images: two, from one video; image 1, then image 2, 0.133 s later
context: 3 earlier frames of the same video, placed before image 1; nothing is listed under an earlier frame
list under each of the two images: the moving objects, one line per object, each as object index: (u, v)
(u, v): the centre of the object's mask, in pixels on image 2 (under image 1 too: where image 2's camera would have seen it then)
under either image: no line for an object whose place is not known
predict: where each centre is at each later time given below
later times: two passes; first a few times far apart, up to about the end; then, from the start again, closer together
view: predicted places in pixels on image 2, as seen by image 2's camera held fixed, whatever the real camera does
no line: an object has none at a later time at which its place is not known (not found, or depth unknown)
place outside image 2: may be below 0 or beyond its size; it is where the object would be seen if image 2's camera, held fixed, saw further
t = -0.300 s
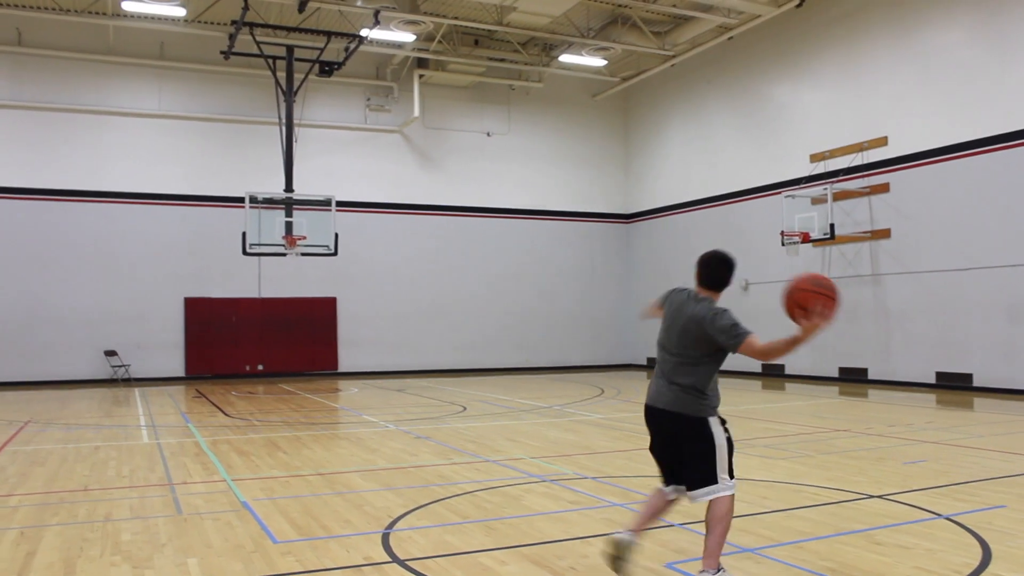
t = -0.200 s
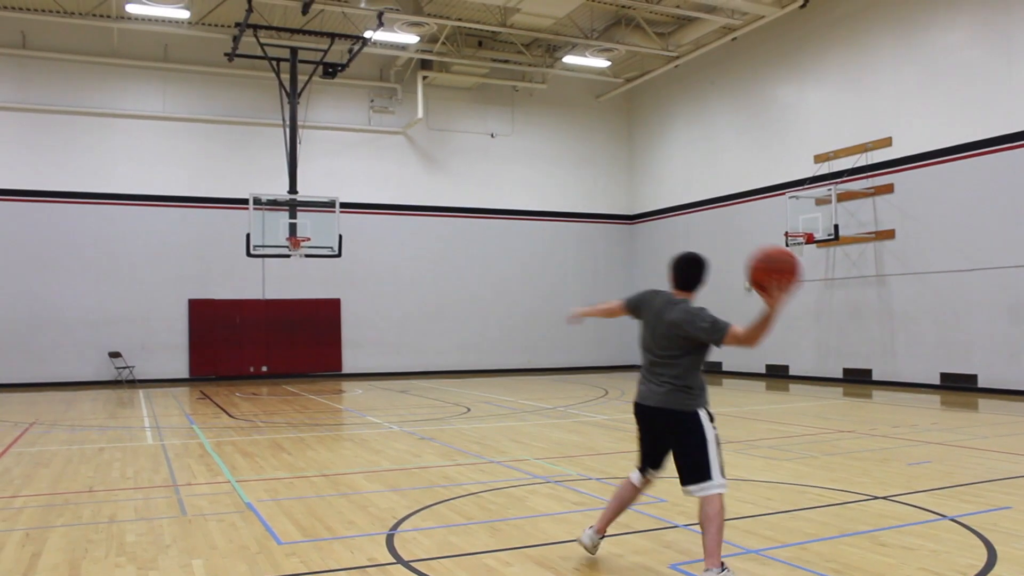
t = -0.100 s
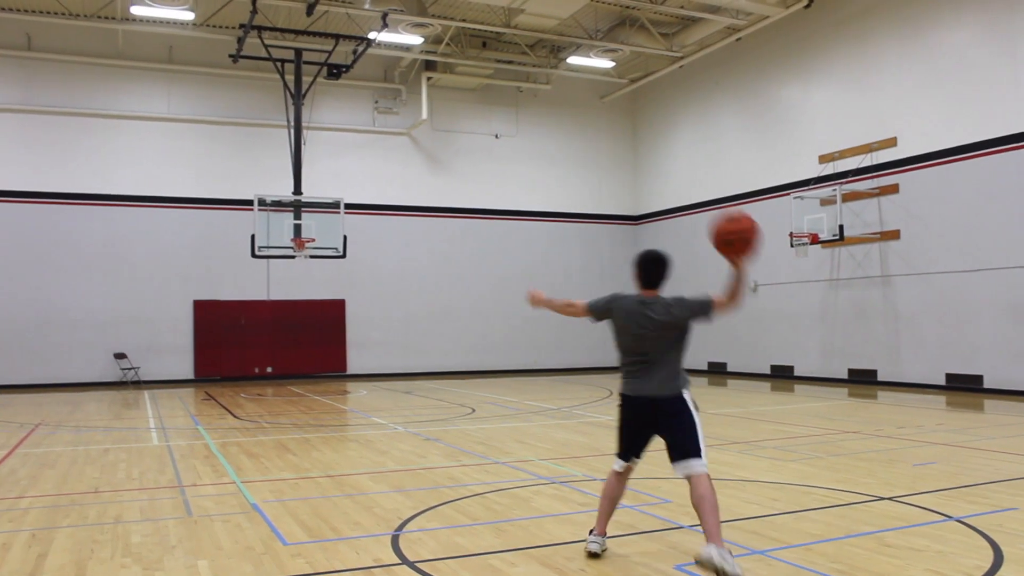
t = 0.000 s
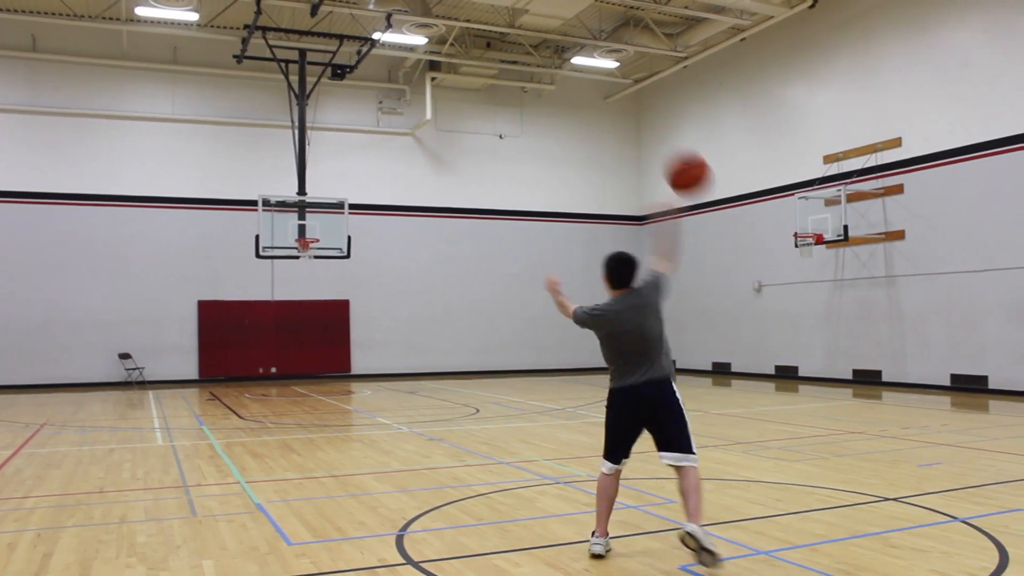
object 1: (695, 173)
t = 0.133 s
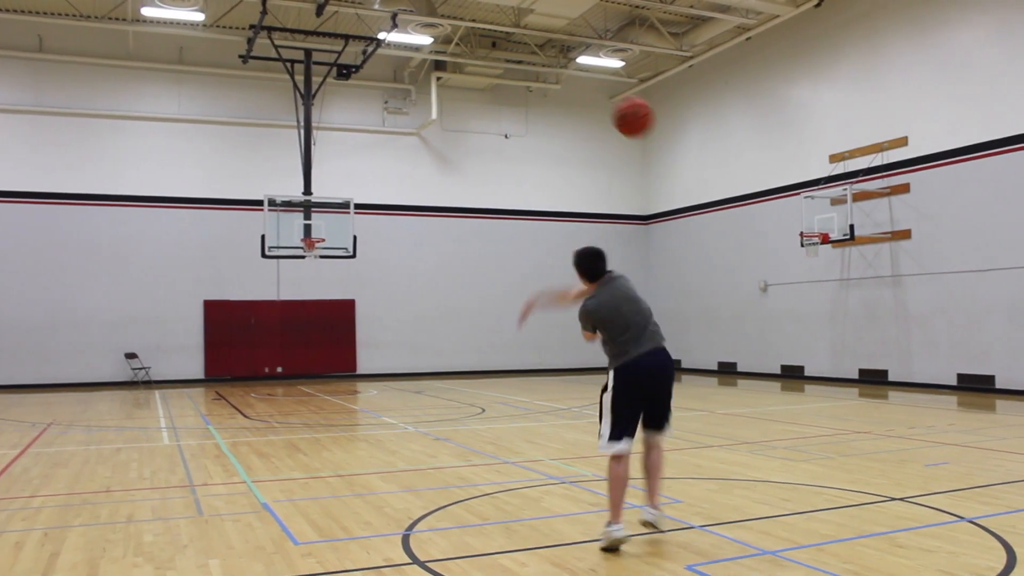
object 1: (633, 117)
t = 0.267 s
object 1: (583, 96)
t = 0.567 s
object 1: (501, 135)
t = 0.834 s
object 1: (447, 237)
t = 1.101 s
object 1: (410, 380)
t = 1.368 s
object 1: (382, 356)
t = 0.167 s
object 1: (620, 109)
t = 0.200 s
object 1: (607, 103)
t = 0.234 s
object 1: (594, 99)
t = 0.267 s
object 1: (583, 96)
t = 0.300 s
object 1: (571, 95)
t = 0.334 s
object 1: (562, 96)
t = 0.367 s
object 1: (552, 98)
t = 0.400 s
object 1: (542, 101)
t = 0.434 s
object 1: (534, 105)
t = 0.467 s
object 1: (526, 111)
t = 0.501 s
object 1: (516, 118)
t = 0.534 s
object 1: (508, 126)
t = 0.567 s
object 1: (501, 135)
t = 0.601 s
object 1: (494, 145)
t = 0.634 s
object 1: (486, 156)
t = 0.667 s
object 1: (479, 167)
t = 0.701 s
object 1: (472, 180)
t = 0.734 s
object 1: (468, 192)
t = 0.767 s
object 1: (463, 207)
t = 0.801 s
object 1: (452, 222)
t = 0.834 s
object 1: (447, 237)
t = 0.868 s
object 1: (440, 253)
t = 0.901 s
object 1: (434, 270)
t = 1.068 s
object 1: (415, 360)
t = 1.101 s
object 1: (410, 380)
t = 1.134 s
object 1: (407, 400)
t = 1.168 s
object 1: (402, 420)
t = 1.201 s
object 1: (398, 434)
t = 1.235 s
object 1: (394, 415)
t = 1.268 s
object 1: (392, 398)
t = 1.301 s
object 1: (388, 385)
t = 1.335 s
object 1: (385, 369)
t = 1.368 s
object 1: (382, 356)
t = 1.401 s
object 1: (378, 345)
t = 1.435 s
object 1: (376, 333)
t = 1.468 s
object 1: (373, 322)
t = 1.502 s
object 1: (369, 313)
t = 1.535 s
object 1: (369, 305)
